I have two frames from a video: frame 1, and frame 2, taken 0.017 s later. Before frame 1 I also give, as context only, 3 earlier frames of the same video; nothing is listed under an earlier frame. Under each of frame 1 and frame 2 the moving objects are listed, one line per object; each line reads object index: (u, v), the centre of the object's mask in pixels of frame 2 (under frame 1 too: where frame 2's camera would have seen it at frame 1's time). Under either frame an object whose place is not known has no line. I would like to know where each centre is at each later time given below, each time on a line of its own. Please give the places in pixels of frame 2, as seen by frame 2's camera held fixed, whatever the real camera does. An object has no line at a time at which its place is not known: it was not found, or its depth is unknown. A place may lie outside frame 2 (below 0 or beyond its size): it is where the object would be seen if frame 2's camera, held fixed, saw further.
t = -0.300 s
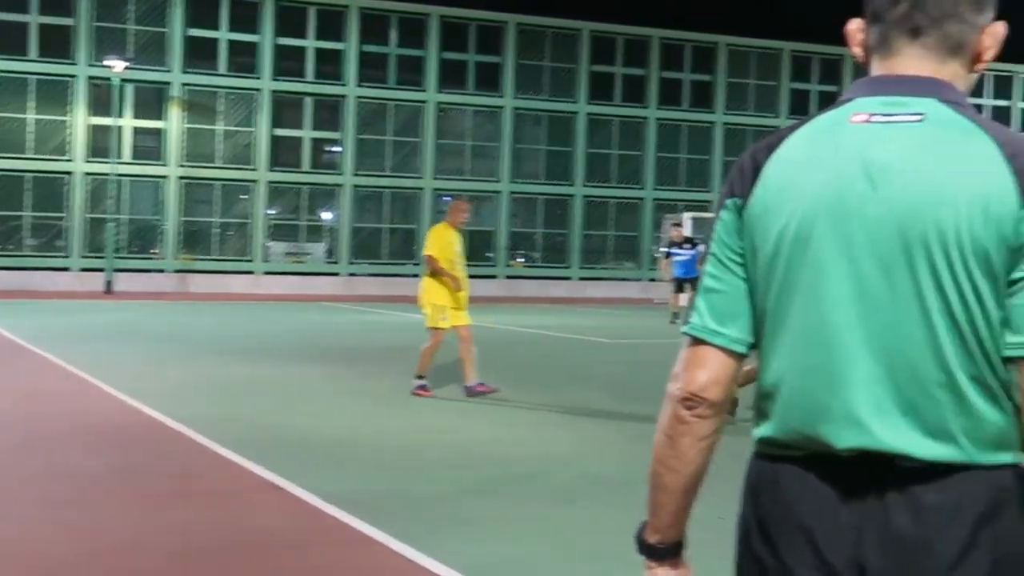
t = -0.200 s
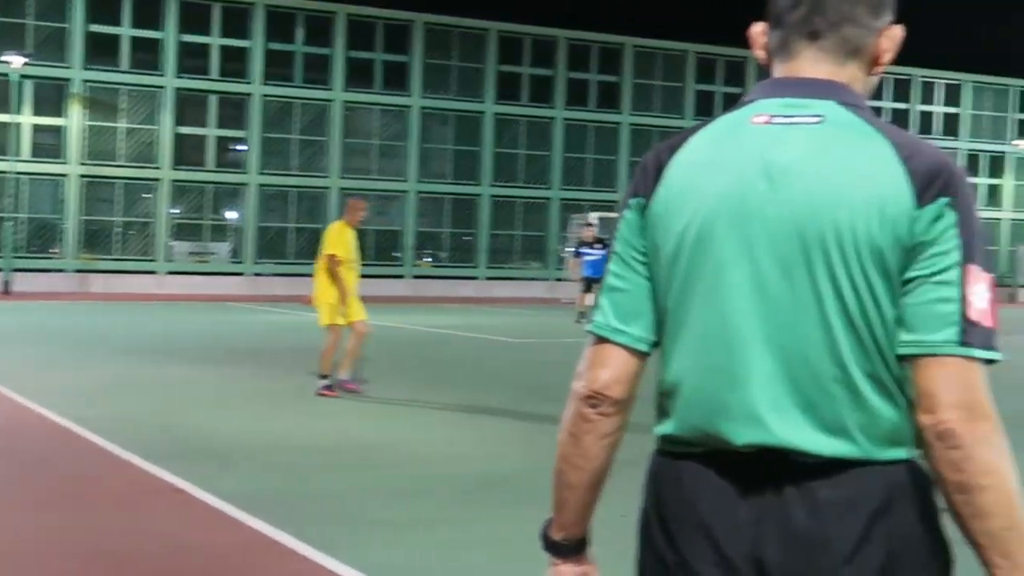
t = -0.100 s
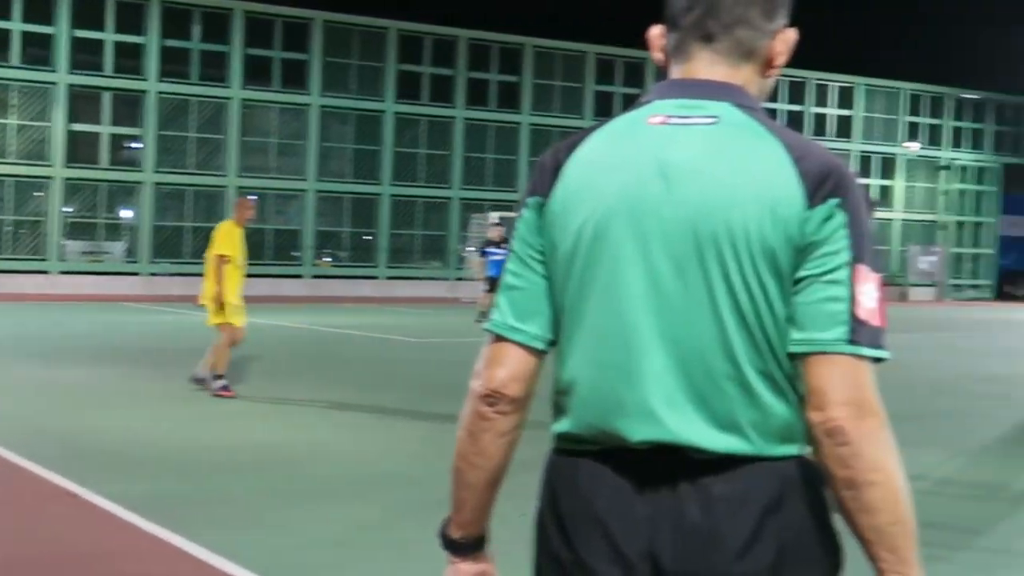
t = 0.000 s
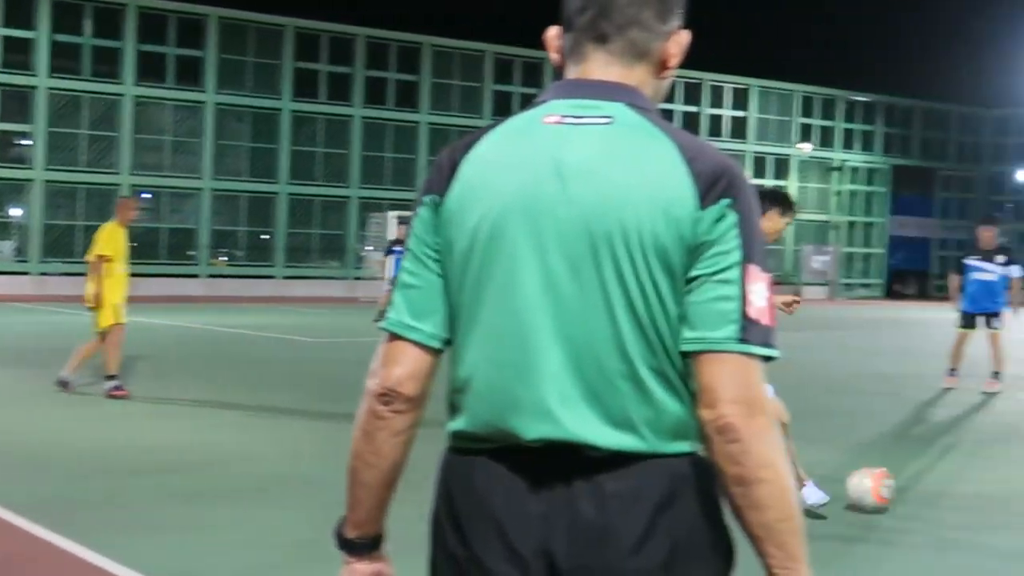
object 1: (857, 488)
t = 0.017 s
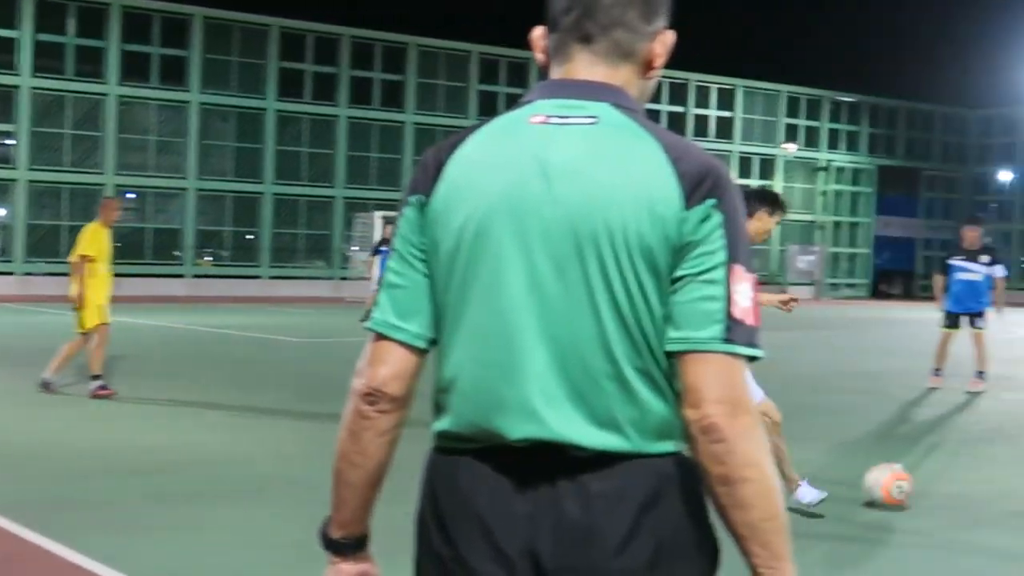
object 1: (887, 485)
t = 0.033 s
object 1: (918, 483)
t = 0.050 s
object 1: (948, 482)
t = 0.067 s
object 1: (978, 480)
